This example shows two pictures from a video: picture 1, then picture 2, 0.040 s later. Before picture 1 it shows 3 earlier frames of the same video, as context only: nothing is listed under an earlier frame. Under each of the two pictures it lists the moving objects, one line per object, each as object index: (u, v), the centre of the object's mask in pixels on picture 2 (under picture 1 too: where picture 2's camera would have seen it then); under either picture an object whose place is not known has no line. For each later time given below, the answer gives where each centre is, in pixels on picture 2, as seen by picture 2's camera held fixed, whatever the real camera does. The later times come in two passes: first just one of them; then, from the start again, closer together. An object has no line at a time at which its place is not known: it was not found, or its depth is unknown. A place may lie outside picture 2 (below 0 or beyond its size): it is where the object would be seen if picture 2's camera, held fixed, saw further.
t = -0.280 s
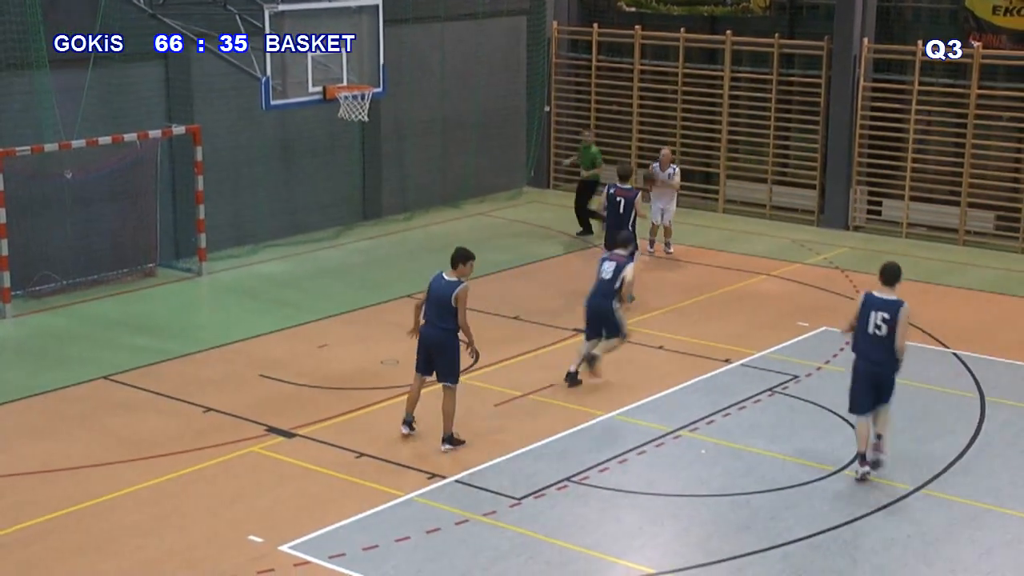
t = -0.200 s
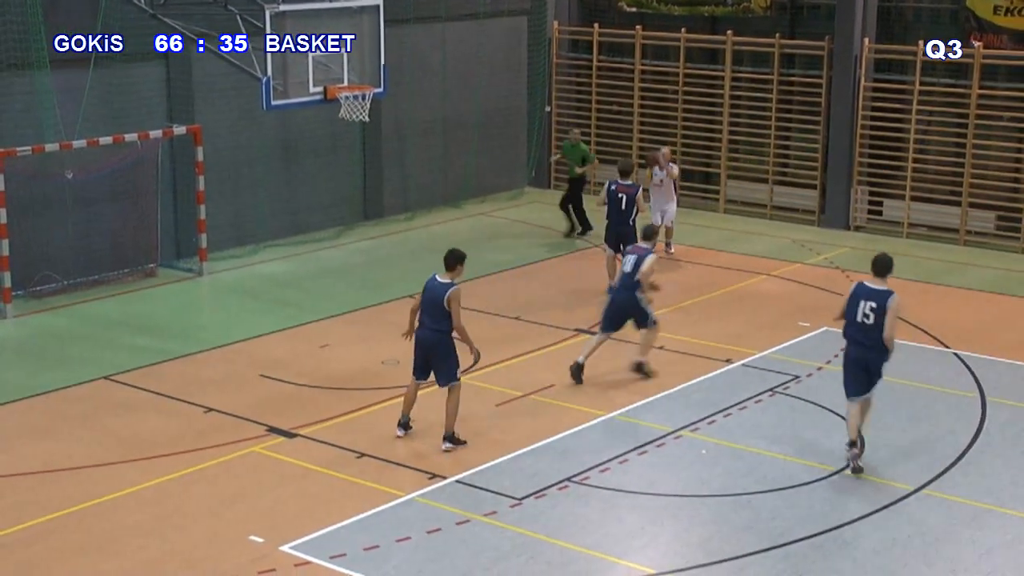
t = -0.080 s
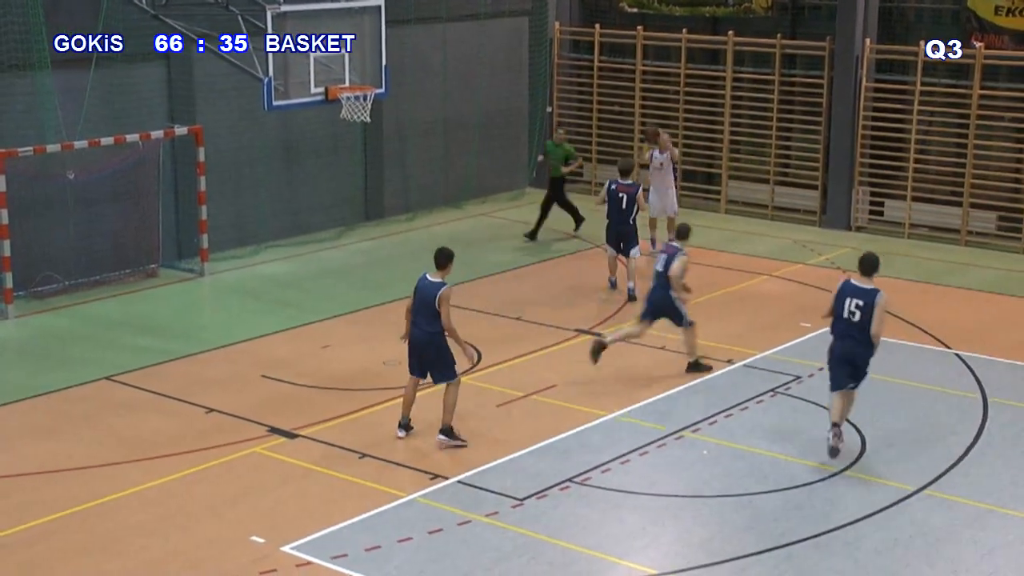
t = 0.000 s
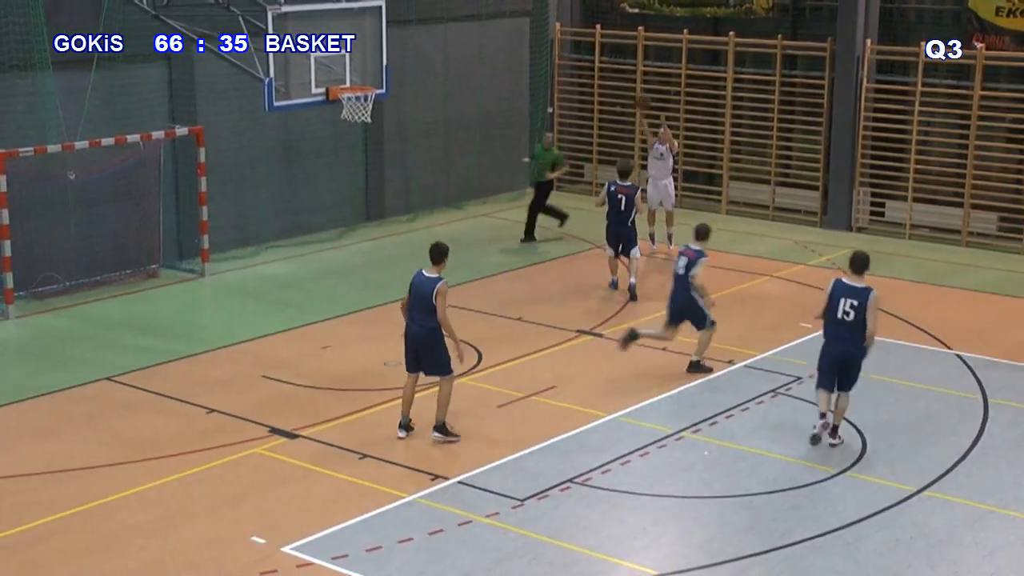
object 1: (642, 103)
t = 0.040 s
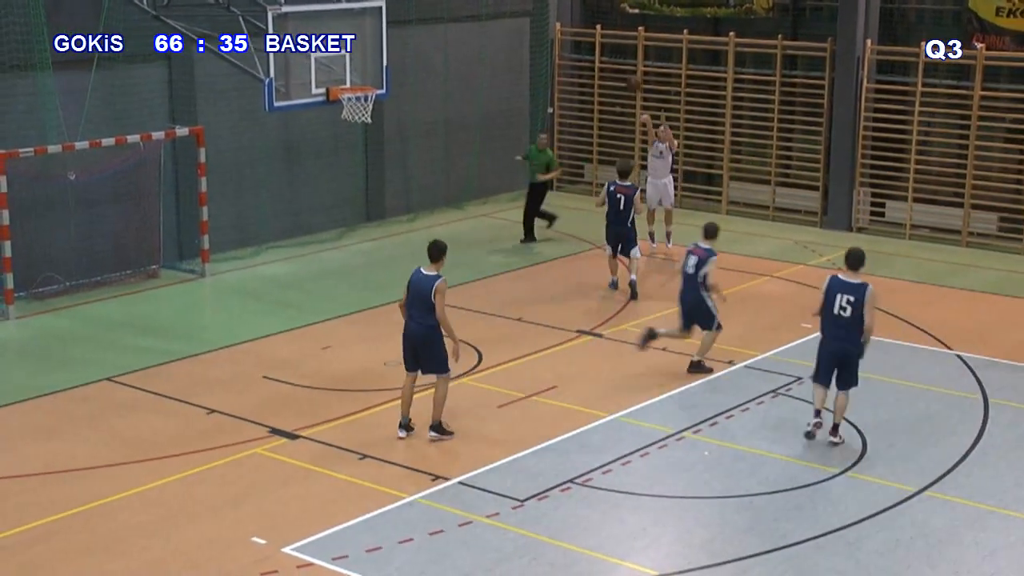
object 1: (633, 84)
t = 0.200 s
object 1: (603, 23)
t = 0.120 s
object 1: (619, 51)
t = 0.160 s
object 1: (613, 36)
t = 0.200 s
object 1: (603, 23)
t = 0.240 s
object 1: (597, 7)
